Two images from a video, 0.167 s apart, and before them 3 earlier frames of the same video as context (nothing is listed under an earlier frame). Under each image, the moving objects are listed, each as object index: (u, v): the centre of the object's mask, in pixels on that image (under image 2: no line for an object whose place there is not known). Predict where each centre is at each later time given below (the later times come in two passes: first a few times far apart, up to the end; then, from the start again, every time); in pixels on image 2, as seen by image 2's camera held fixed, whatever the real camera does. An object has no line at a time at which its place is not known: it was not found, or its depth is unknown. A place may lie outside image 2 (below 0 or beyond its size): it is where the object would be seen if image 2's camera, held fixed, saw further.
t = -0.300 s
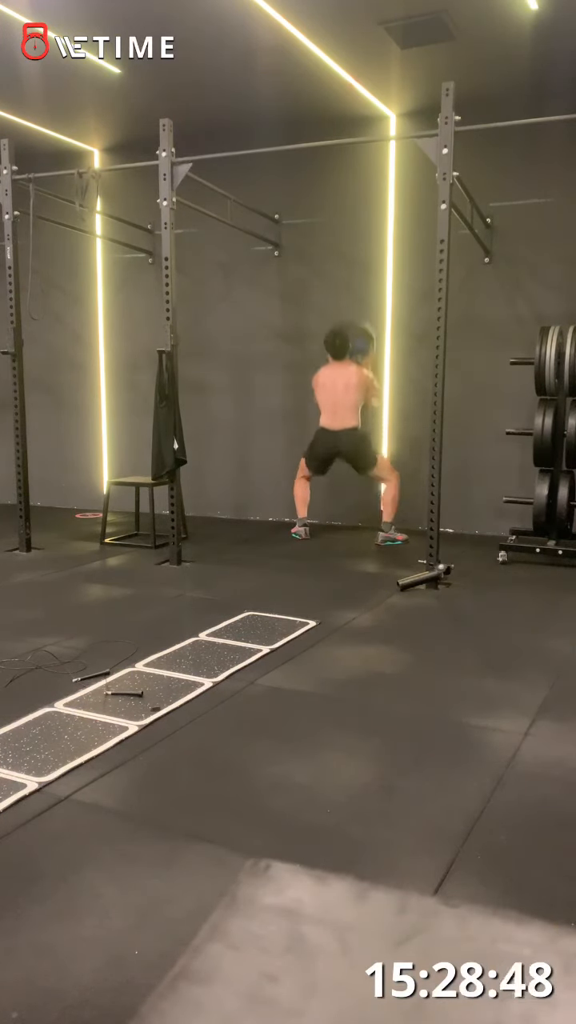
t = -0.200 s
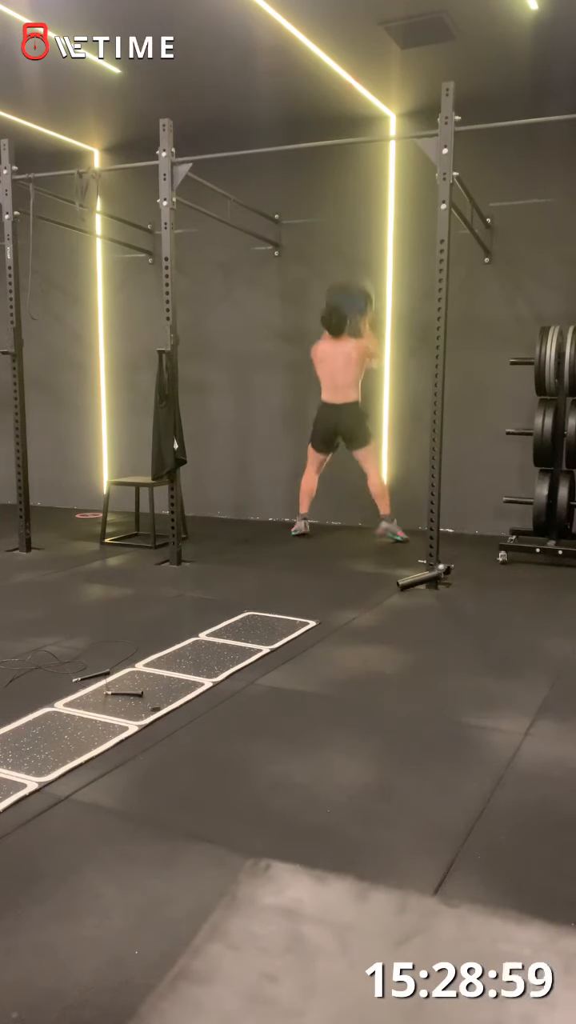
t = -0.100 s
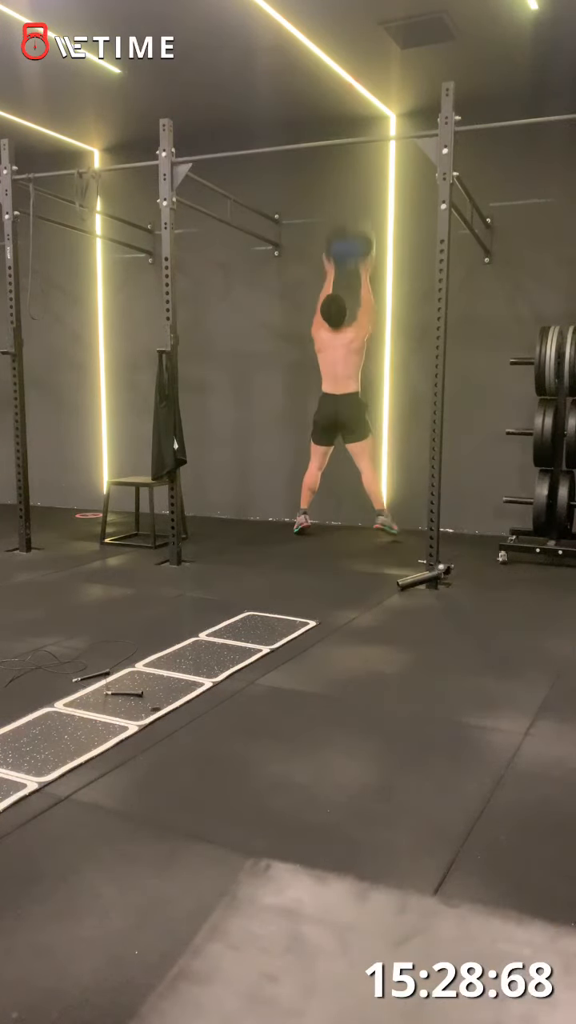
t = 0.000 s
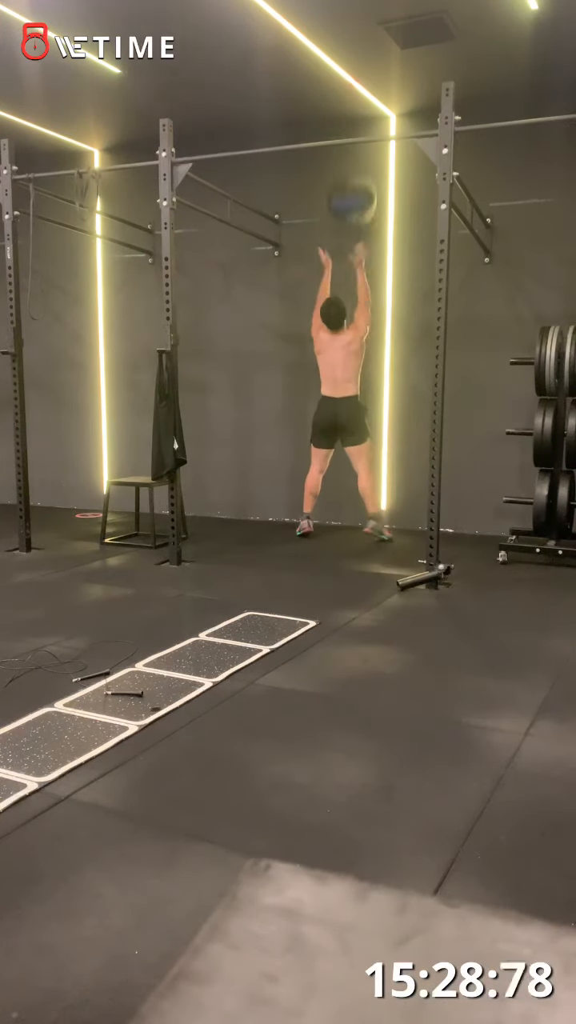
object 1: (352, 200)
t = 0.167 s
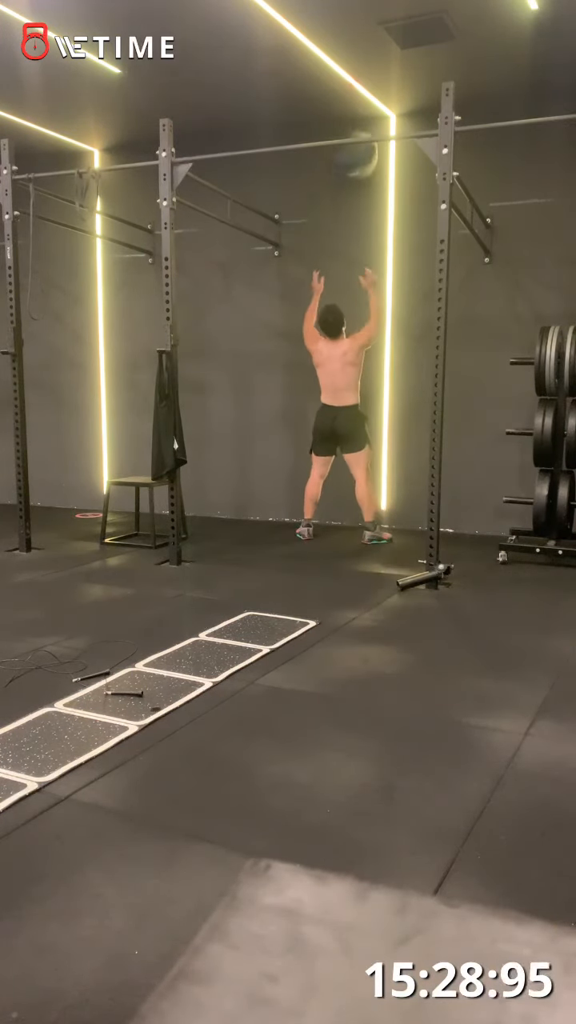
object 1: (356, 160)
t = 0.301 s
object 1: (357, 149)
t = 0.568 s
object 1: (353, 198)
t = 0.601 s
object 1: (352, 210)
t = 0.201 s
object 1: (357, 153)
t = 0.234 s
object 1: (357, 150)
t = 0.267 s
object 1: (358, 149)
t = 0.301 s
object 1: (357, 149)
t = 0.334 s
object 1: (357, 149)
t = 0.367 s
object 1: (356, 153)
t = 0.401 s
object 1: (356, 159)
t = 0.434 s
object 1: (355, 163)
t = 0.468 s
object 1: (354, 167)
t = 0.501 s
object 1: (353, 176)
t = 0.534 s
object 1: (352, 186)
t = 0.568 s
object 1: (353, 198)
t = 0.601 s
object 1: (352, 210)
